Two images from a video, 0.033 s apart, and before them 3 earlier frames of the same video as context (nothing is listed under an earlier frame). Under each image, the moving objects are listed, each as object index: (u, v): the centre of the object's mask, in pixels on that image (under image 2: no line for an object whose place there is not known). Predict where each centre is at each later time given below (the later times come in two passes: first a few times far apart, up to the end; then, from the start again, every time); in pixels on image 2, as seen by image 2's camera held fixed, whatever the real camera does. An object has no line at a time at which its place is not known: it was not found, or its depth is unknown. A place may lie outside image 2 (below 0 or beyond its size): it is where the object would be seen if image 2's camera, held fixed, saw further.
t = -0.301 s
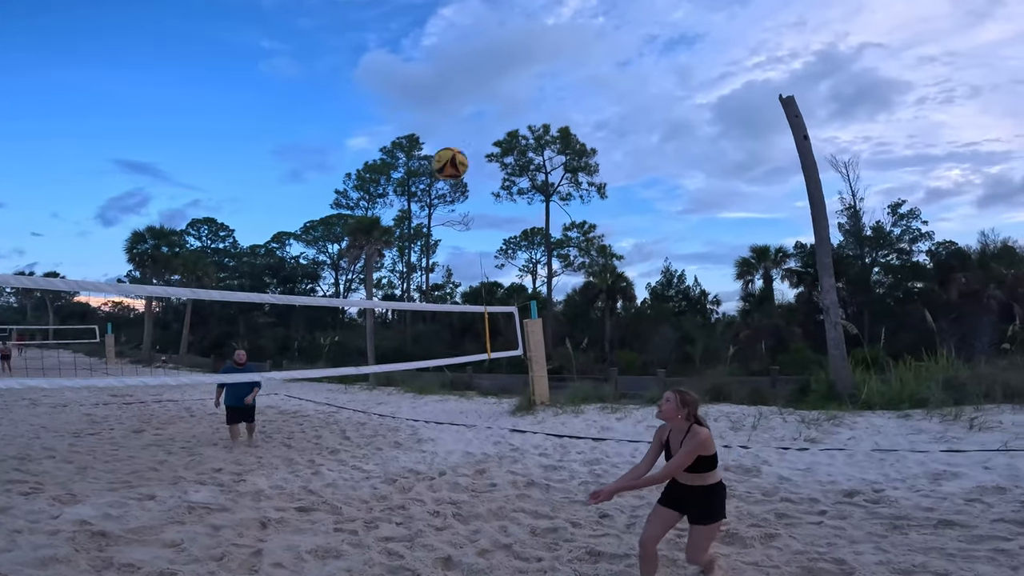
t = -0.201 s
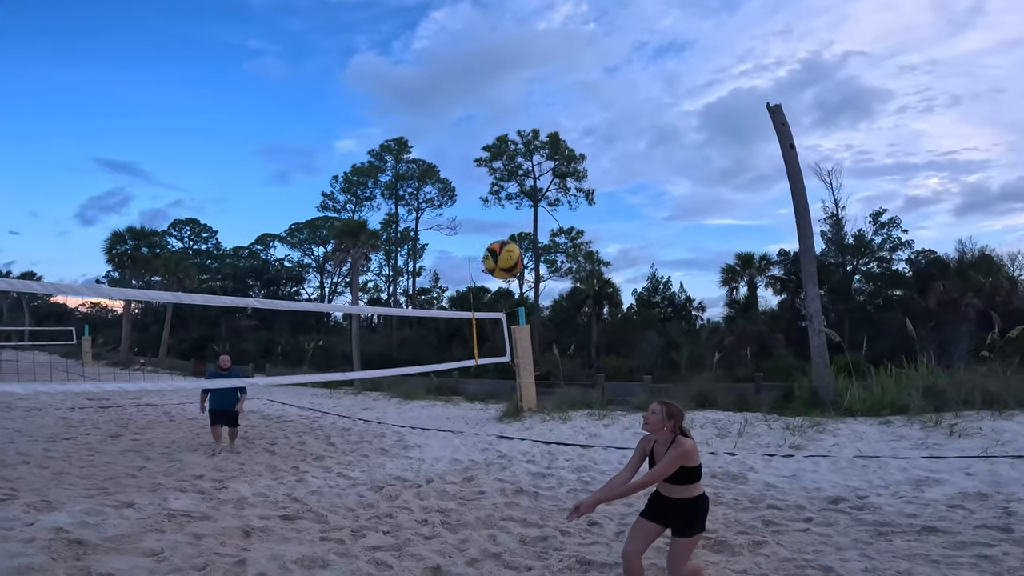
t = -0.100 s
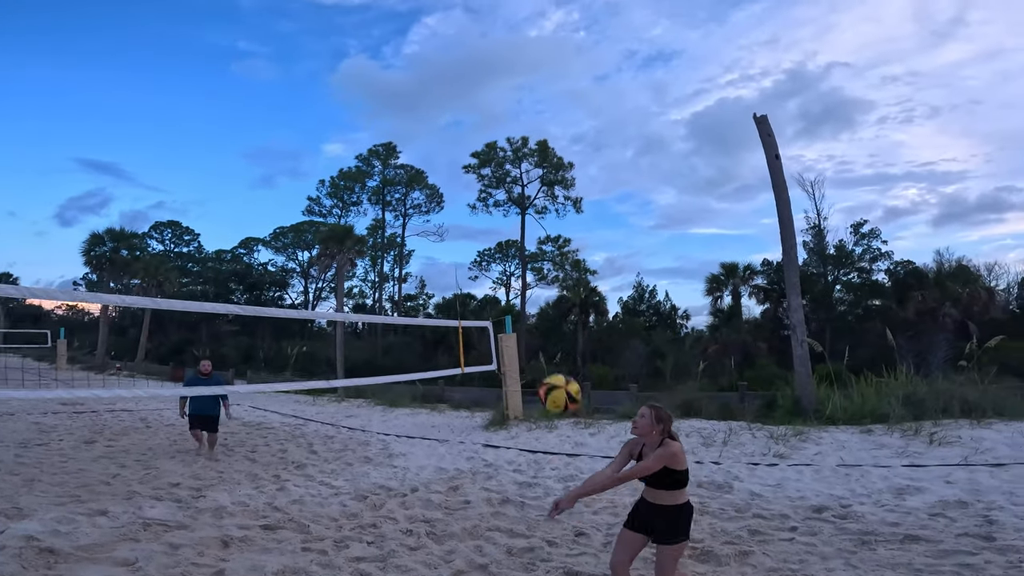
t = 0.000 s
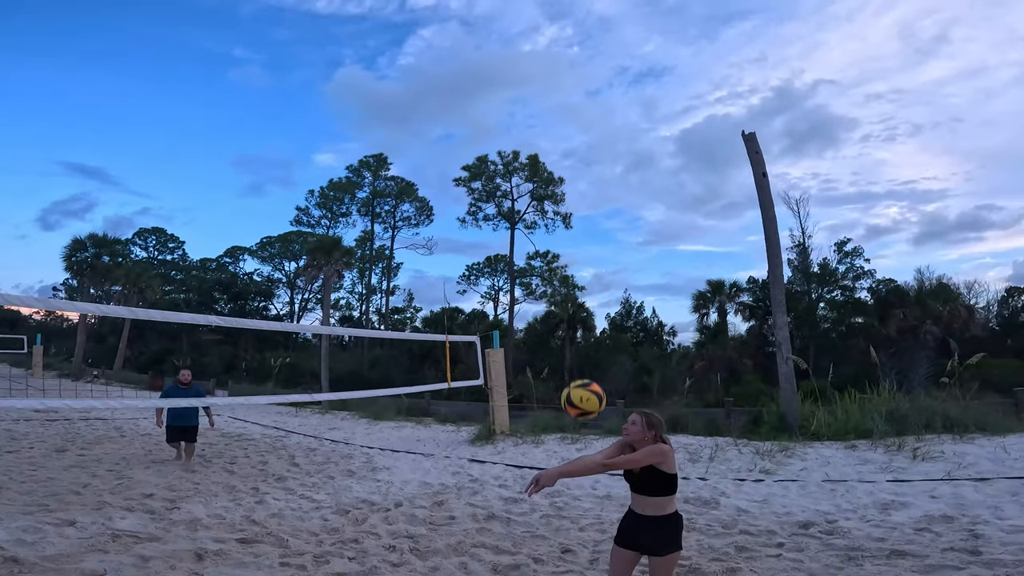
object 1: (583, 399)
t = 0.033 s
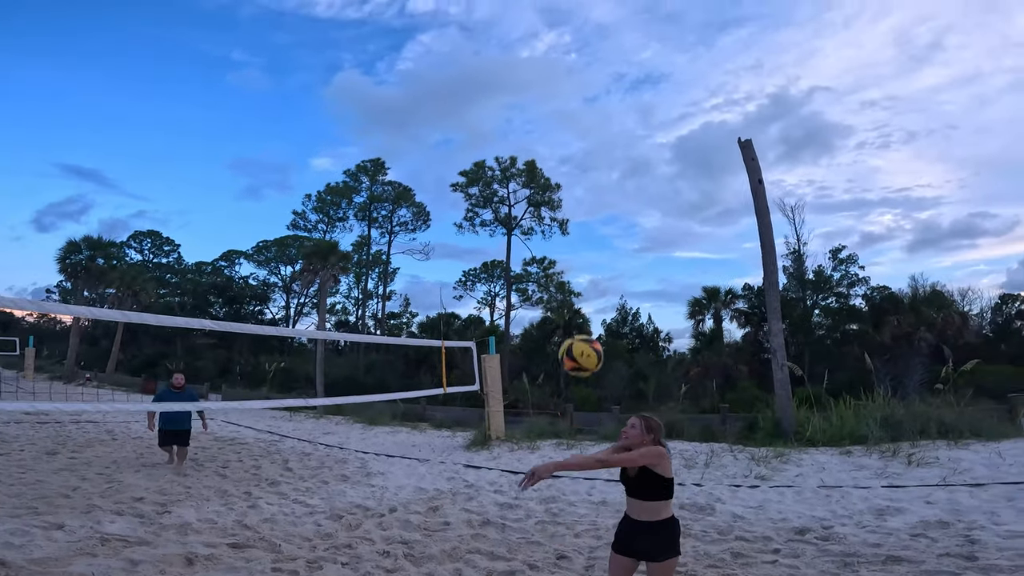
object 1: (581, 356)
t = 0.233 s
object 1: (586, 109)
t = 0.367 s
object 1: (593, 16)
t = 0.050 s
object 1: (581, 331)
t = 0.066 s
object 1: (582, 306)
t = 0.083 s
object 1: (583, 282)
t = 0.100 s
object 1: (583, 259)
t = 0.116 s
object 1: (584, 236)
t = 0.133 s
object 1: (584, 215)
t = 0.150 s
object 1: (584, 195)
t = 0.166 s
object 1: (584, 176)
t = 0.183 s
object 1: (585, 157)
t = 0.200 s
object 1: (585, 140)
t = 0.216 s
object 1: (585, 124)
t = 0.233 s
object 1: (586, 109)
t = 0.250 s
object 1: (586, 95)
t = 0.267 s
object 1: (587, 81)
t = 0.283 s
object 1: (588, 68)
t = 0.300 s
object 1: (589, 57)
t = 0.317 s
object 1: (590, 45)
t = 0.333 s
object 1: (591, 35)
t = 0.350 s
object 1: (592, 25)
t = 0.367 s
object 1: (593, 16)
